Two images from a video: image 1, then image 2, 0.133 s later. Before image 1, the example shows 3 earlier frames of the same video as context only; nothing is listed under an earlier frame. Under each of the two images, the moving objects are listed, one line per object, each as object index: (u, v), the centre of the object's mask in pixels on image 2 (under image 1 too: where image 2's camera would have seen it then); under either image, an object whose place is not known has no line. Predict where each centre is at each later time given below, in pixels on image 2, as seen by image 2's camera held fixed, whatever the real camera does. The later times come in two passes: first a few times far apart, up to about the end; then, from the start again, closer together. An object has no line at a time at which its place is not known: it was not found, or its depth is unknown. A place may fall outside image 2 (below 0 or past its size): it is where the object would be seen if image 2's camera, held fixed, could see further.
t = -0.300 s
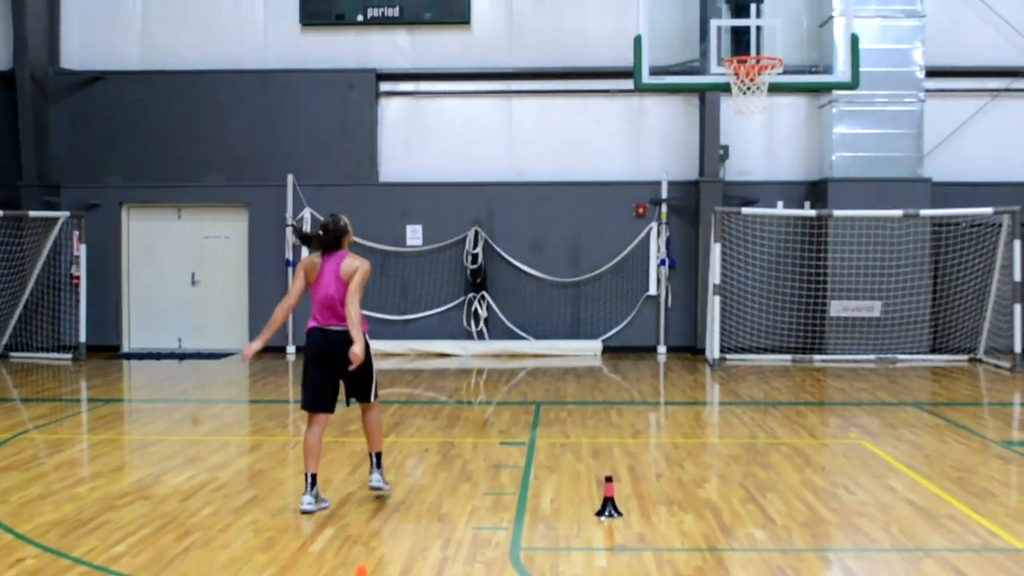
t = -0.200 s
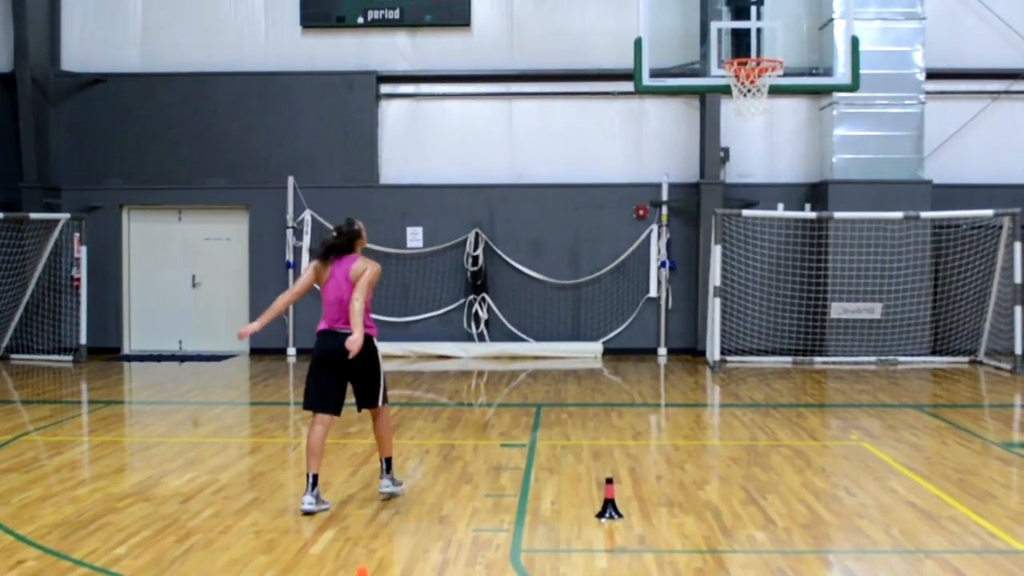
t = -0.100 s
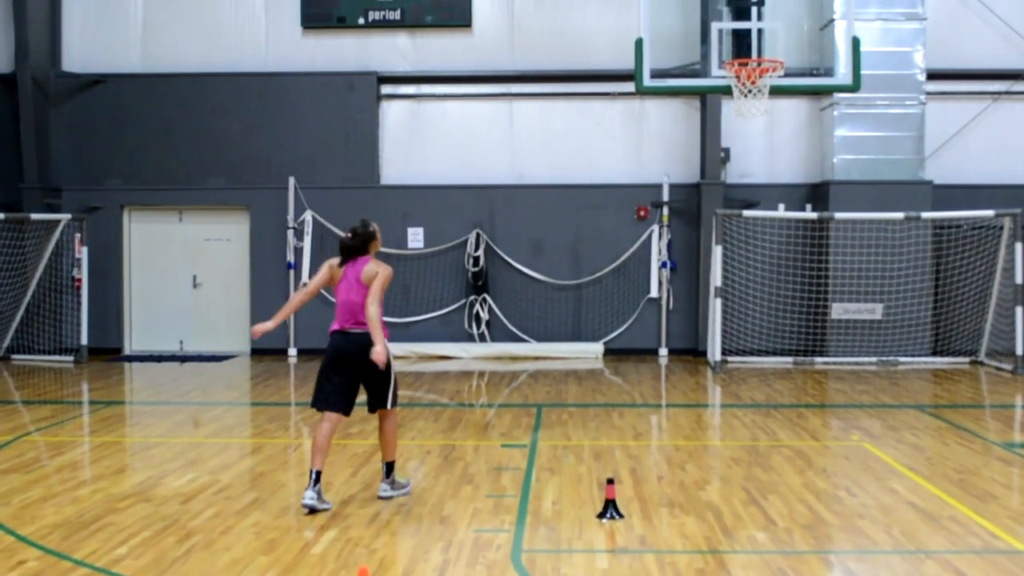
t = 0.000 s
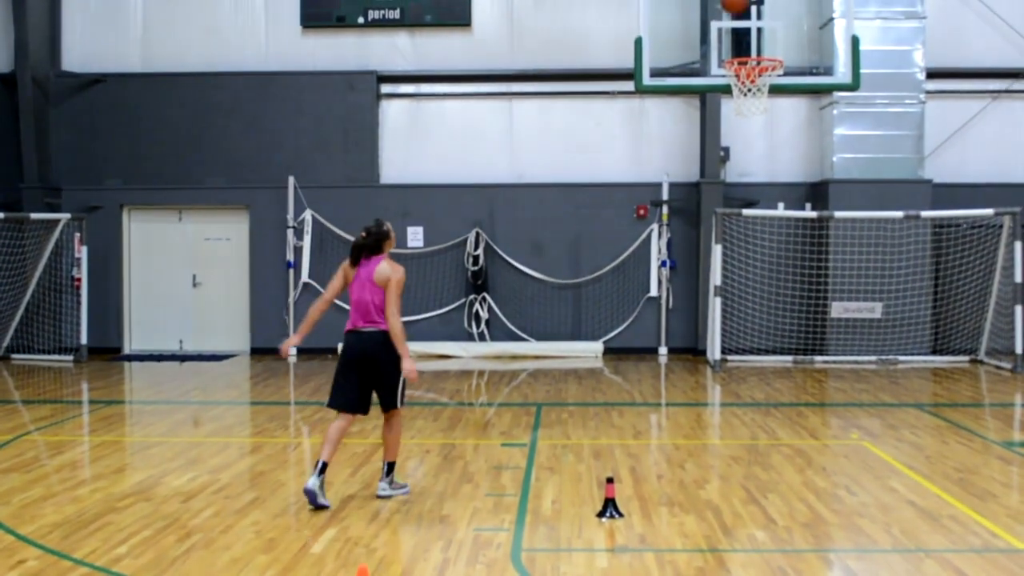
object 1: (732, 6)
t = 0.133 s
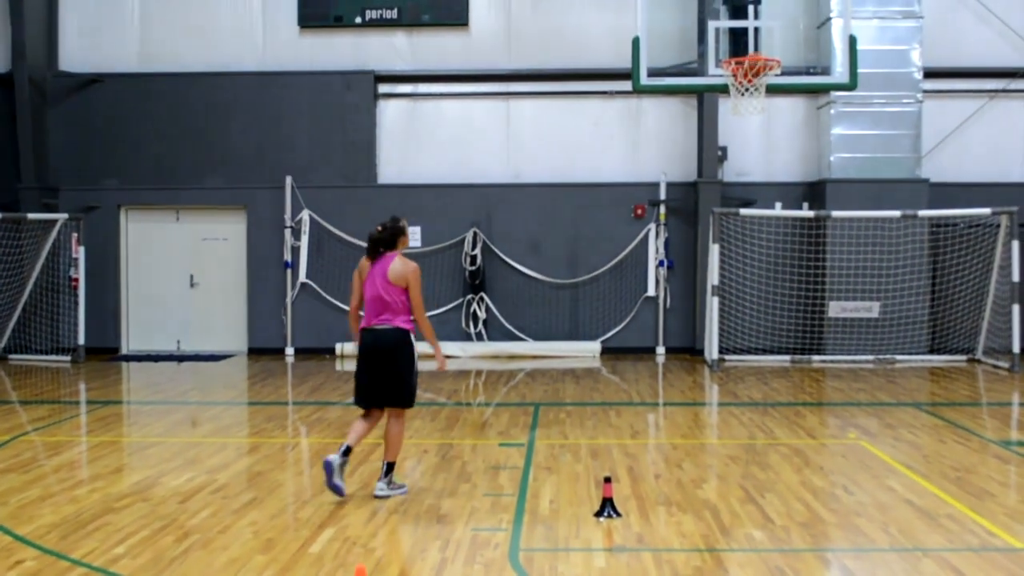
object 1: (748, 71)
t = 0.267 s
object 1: (740, 92)
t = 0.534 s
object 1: (749, 113)
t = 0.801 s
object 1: (764, 210)
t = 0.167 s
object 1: (743, 74)
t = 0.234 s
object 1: (741, 94)
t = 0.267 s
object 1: (740, 92)
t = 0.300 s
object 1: (740, 91)
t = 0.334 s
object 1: (740, 92)
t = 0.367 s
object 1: (740, 92)
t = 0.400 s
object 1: (740, 95)
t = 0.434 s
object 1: (744, 100)
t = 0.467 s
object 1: (745, 105)
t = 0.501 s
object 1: (747, 109)
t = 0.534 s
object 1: (749, 113)
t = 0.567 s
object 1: (751, 118)
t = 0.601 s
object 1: (753, 127)
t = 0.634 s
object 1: (755, 138)
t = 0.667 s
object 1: (757, 151)
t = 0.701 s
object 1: (759, 164)
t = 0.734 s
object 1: (761, 179)
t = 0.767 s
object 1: (763, 194)
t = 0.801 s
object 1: (764, 210)
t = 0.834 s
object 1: (765, 229)
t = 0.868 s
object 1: (767, 248)
